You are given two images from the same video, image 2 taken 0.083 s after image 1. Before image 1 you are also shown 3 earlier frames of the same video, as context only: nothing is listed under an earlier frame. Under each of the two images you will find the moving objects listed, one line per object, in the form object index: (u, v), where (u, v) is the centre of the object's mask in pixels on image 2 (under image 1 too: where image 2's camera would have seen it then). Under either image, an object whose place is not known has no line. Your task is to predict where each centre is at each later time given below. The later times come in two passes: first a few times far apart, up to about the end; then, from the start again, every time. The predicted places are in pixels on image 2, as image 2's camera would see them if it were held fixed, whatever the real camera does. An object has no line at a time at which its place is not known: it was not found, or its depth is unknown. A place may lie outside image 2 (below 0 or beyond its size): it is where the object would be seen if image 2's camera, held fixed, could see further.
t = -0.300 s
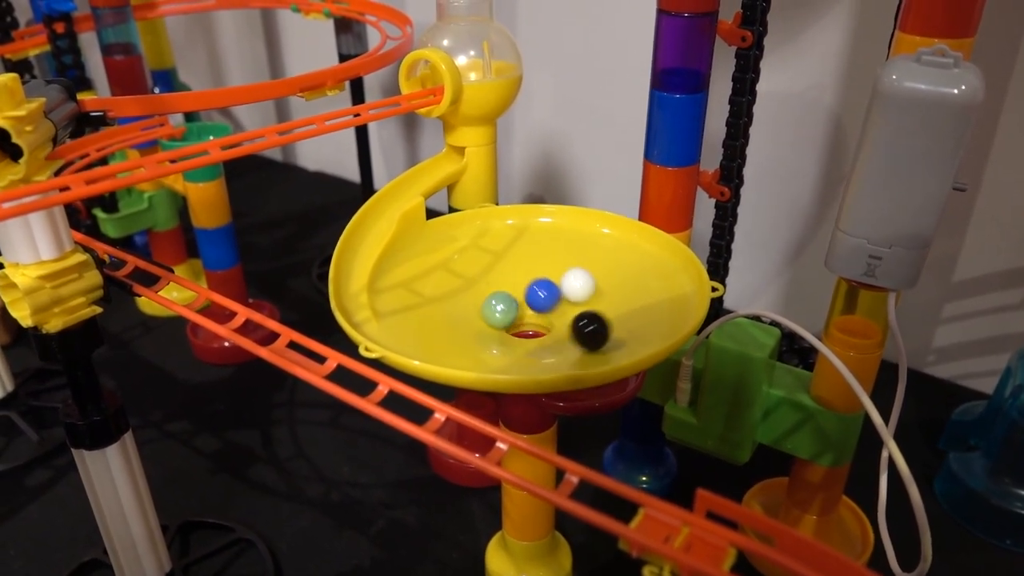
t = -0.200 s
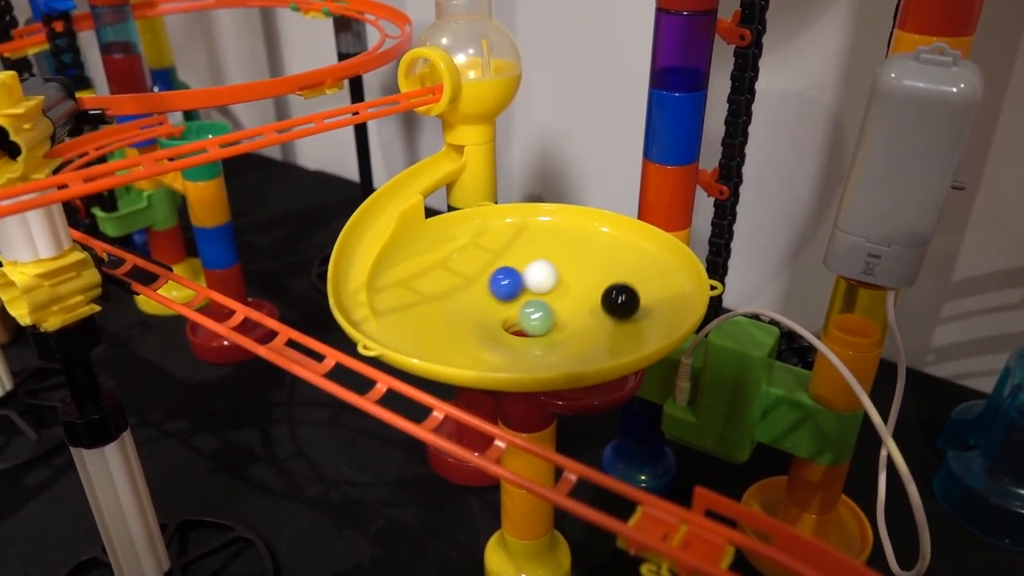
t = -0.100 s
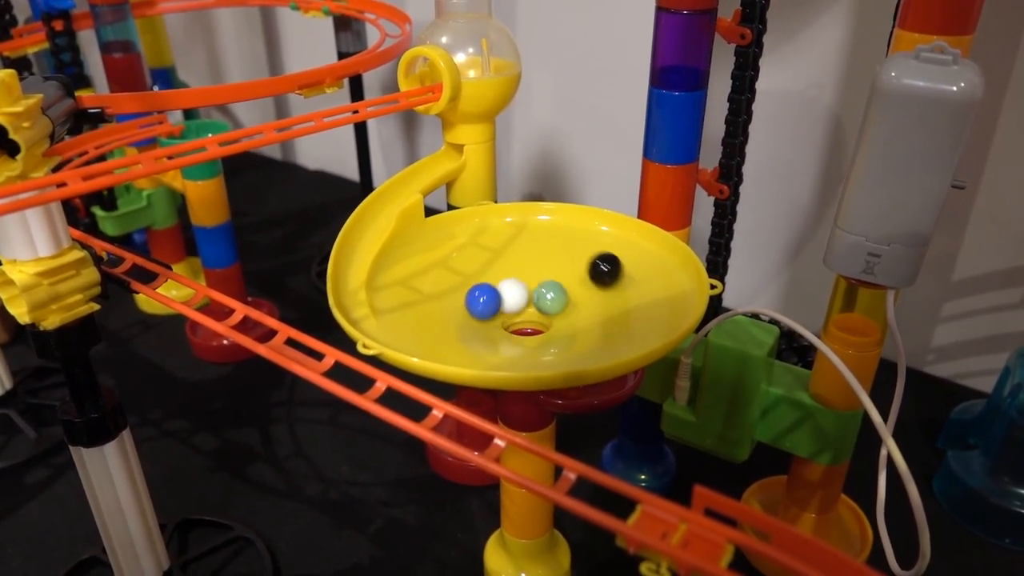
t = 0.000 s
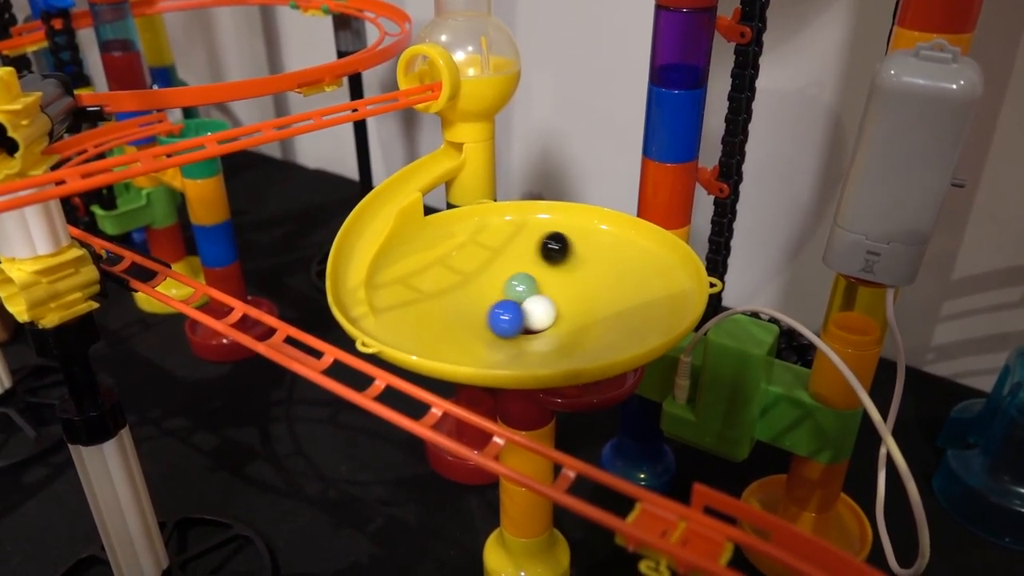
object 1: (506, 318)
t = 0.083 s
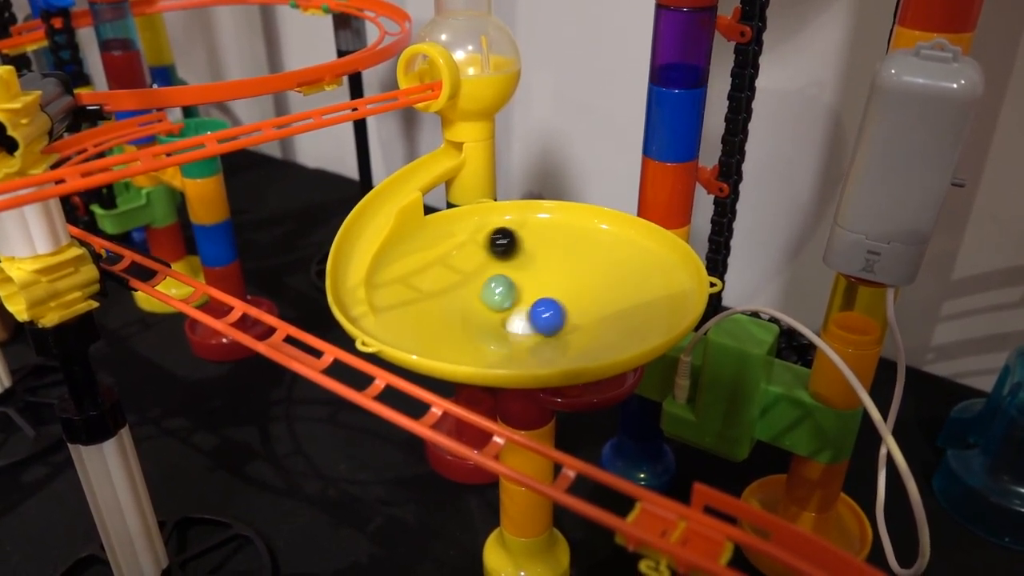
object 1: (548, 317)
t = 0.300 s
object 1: (518, 274)
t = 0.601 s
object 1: (550, 307)
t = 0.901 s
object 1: (484, 295)
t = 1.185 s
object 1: (563, 293)
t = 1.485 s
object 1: (512, 317)
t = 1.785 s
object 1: (506, 284)
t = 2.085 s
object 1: (562, 300)
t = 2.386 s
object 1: (508, 315)
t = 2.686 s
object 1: (507, 290)
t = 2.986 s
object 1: (548, 296)
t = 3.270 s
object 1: (530, 316)
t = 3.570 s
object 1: (499, 305)
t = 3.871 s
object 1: (512, 292)
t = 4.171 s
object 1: (542, 294)
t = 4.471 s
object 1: (546, 307)
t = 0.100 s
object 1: (554, 314)
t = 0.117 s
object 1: (559, 311)
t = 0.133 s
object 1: (562, 307)
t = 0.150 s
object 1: (564, 302)
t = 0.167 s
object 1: (564, 298)
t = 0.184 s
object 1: (562, 293)
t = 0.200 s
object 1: (558, 288)
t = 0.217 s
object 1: (554, 285)
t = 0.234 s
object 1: (548, 280)
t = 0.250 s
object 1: (540, 277)
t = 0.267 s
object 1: (533, 275)
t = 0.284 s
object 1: (525, 274)
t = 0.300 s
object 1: (518, 274)
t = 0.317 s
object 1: (511, 275)
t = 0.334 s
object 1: (505, 277)
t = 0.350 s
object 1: (498, 280)
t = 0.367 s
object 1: (493, 283)
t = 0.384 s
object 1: (489, 286)
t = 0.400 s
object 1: (486, 291)
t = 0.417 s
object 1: (485, 295)
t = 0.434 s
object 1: (487, 300)
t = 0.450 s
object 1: (491, 304)
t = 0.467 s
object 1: (496, 308)
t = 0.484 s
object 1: (503, 310)
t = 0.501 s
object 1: (512, 312)
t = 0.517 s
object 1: (520, 311)
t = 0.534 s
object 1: (529, 311)
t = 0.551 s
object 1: (535, 308)
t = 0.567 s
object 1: (541, 306)
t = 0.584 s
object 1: (544, 307)
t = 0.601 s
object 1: (550, 307)
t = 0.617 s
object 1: (555, 305)
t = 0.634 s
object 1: (561, 305)
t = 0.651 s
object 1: (565, 302)
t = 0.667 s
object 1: (567, 299)
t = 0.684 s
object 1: (567, 296)
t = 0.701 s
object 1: (564, 292)
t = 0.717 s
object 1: (560, 290)
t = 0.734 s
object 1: (553, 287)
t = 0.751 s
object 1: (546, 285)
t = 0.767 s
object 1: (538, 284)
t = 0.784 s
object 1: (529, 283)
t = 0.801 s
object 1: (521, 283)
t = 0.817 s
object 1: (512, 284)
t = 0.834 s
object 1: (504, 285)
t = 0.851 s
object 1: (497, 287)
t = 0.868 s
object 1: (491, 289)
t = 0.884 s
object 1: (487, 292)
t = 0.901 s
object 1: (484, 295)
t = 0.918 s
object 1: (483, 299)
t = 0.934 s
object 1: (484, 302)
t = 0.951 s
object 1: (486, 306)
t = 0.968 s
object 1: (490, 309)
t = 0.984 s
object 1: (497, 312)
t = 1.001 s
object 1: (503, 315)
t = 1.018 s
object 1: (512, 317)
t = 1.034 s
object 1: (520, 318)
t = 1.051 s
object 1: (529, 318)
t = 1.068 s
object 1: (538, 317)
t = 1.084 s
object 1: (546, 315)
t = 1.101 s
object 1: (552, 311)
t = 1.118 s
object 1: (558, 308)
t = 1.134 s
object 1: (563, 305)
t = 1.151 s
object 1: (565, 301)
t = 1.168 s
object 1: (565, 297)
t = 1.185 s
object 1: (563, 293)
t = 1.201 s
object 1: (560, 290)
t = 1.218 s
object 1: (553, 284)
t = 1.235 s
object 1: (547, 282)
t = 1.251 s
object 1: (541, 281)
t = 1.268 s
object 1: (534, 280)
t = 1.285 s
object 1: (527, 281)
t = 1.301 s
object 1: (519, 282)
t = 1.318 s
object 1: (512, 284)
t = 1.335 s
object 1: (506, 287)
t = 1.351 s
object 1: (500, 291)
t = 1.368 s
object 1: (496, 295)
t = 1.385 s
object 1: (493, 298)
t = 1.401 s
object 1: (492, 302)
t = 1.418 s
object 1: (493, 307)
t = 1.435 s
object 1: (496, 310)
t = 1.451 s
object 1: (501, 313)
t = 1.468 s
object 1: (506, 316)
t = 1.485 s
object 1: (512, 317)
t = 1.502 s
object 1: (520, 318)
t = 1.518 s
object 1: (527, 318)
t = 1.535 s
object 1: (534, 318)
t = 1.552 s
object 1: (541, 316)
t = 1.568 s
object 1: (547, 314)
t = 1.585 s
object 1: (552, 312)
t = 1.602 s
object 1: (556, 309)
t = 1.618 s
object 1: (558, 305)
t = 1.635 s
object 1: (558, 301)
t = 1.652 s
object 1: (555, 297)
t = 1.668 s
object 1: (552, 293)
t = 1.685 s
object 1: (547, 290)
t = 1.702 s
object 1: (541, 287)
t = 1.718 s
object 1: (534, 285)
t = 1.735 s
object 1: (527, 283)
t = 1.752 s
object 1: (519, 283)
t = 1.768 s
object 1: (512, 283)
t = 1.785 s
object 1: (506, 284)
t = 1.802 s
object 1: (500, 286)
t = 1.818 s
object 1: (495, 289)
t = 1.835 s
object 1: (492, 292)
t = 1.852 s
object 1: (490, 296)
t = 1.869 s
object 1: (490, 300)
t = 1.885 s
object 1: (492, 304)
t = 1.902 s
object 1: (495, 308)
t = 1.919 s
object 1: (501, 311)
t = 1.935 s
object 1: (508, 314)
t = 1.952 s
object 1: (516, 316)
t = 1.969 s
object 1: (524, 317)
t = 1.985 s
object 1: (533, 317)
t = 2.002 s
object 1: (541, 315)
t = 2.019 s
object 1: (548, 313)
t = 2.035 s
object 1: (554, 310)
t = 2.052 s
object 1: (558, 307)
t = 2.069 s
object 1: (561, 303)
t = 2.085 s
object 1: (562, 300)
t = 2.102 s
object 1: (561, 297)
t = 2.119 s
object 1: (558, 294)
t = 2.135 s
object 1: (554, 291)
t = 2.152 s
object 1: (548, 289)
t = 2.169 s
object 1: (541, 288)
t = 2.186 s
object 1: (533, 287)
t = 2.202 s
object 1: (525, 287)
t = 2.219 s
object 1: (517, 288)
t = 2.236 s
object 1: (510, 290)
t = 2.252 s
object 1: (503, 292)
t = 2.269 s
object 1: (498, 295)
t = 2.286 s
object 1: (495, 298)
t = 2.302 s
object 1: (493, 301)
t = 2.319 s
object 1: (492, 304)
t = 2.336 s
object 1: (494, 307)
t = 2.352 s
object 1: (497, 310)
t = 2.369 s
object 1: (502, 313)
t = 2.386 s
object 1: (508, 315)
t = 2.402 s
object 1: (515, 317)
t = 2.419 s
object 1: (522, 317)
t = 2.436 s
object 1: (530, 317)
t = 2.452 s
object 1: (537, 316)
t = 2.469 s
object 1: (544, 314)
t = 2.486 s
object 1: (549, 311)
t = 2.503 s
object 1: (552, 307)
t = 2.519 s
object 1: (554, 303)
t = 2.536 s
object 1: (554, 298)
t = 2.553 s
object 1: (551, 294)
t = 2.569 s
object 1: (548, 291)
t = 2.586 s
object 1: (544, 288)
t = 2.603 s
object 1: (538, 286)
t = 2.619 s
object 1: (531, 285)
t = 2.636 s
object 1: (525, 285)
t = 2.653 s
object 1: (519, 285)
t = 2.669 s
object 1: (512, 287)
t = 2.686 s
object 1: (507, 290)
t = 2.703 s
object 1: (503, 293)
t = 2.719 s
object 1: (500, 297)
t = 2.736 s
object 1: (499, 301)
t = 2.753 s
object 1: (499, 305)
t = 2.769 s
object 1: (502, 309)
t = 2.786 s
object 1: (507, 312)
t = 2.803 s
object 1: (513, 315)
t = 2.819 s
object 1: (519, 316)
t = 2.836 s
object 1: (528, 316)
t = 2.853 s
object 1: (535, 316)
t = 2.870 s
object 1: (542, 315)
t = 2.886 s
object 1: (549, 310)
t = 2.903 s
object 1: (553, 306)
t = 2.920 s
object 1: (553, 301)
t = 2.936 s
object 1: (551, 299)
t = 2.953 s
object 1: (550, 299)
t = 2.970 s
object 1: (550, 298)
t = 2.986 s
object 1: (548, 296)
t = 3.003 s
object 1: (543, 293)
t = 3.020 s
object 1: (537, 291)
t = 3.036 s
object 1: (530, 290)
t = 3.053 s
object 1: (522, 289)
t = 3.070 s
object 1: (515, 290)
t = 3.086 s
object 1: (508, 291)
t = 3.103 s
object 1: (503, 292)
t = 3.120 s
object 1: (499, 295)
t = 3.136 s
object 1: (496, 298)
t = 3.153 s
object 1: (495, 301)
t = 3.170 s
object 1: (496, 304)
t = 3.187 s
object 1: (498, 308)
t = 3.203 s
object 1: (502, 311)
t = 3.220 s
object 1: (508, 313)
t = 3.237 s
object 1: (515, 315)
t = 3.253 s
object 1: (523, 316)
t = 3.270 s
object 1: (530, 316)
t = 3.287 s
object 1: (538, 315)
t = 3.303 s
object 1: (544, 312)
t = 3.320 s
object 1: (549, 309)
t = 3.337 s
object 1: (552, 305)
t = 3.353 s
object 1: (554, 302)
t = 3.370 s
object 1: (553, 298)
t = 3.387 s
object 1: (551, 295)
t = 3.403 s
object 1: (547, 292)
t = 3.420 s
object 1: (542, 290)
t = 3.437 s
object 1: (536, 289)
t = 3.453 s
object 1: (530, 289)
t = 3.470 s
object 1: (523, 290)
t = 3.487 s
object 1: (517, 291)
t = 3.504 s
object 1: (511, 293)
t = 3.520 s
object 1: (507, 295)
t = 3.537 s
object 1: (504, 295)
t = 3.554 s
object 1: (500, 298)
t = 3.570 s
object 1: (499, 305)
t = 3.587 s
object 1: (502, 310)
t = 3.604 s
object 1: (508, 313)
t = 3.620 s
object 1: (513, 315)
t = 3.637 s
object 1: (519, 316)
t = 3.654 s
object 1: (525, 317)
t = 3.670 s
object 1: (532, 316)
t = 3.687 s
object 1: (537, 315)
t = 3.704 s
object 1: (543, 313)
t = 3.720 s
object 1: (546, 311)
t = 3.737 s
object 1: (548, 308)
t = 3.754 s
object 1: (549, 305)
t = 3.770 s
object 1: (547, 301)
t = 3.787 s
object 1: (543, 297)
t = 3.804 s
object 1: (538, 295)
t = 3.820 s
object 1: (532, 292)
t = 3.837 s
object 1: (525, 292)
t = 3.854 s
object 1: (519, 291)
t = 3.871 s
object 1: (512, 292)
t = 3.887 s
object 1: (507, 294)
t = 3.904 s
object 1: (503, 296)
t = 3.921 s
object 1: (501, 299)
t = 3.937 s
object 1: (500, 302)
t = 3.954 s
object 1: (501, 305)
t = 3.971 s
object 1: (503, 308)
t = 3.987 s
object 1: (508, 312)
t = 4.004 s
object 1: (514, 314)
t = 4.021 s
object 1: (520, 315)
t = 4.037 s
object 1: (528, 316)
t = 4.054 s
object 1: (535, 314)
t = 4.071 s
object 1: (541, 312)
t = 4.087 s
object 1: (546, 309)
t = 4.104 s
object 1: (549, 306)
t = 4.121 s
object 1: (550, 302)
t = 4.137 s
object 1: (549, 299)
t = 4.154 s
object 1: (547, 296)
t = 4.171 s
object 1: (542, 294)
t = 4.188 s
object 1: (537, 292)
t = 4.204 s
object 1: (531, 291)
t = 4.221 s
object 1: (524, 292)
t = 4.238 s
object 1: (518, 294)
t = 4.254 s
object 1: (513, 296)
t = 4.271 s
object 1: (508, 299)
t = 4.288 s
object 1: (505, 302)
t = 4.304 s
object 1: (504, 306)
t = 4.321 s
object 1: (505, 309)
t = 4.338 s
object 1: (509, 312)
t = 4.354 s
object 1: (513, 314)
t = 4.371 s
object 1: (518, 316)
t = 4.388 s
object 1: (524, 316)
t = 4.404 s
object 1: (531, 316)
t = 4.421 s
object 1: (537, 315)
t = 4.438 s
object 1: (541, 313)
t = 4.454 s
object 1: (545, 311)
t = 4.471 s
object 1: (546, 307)
